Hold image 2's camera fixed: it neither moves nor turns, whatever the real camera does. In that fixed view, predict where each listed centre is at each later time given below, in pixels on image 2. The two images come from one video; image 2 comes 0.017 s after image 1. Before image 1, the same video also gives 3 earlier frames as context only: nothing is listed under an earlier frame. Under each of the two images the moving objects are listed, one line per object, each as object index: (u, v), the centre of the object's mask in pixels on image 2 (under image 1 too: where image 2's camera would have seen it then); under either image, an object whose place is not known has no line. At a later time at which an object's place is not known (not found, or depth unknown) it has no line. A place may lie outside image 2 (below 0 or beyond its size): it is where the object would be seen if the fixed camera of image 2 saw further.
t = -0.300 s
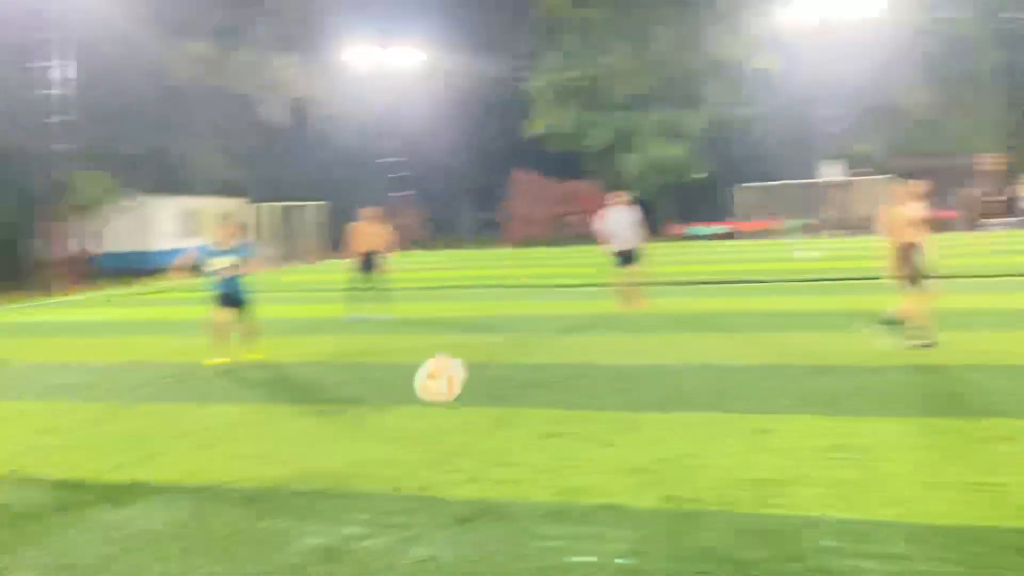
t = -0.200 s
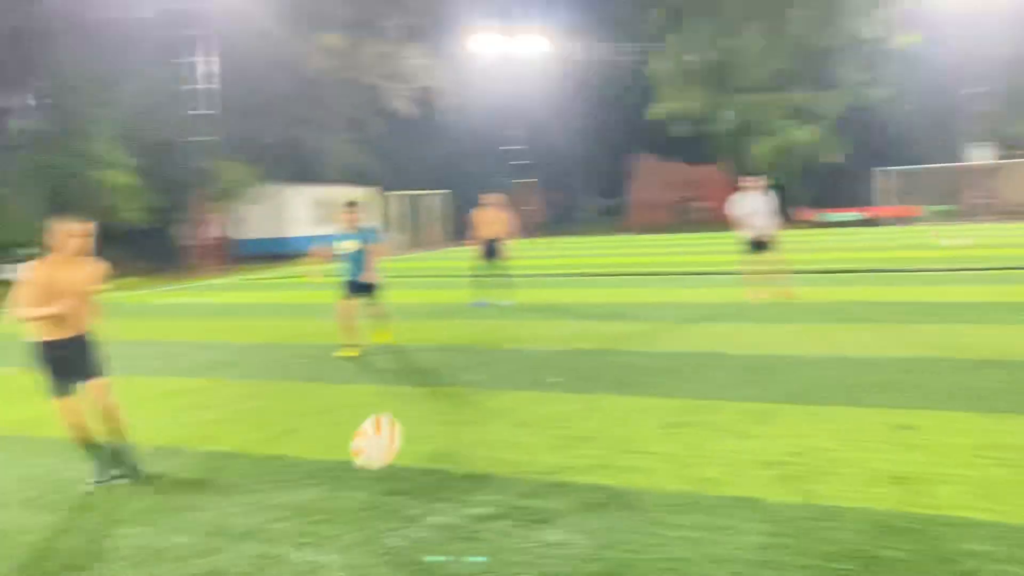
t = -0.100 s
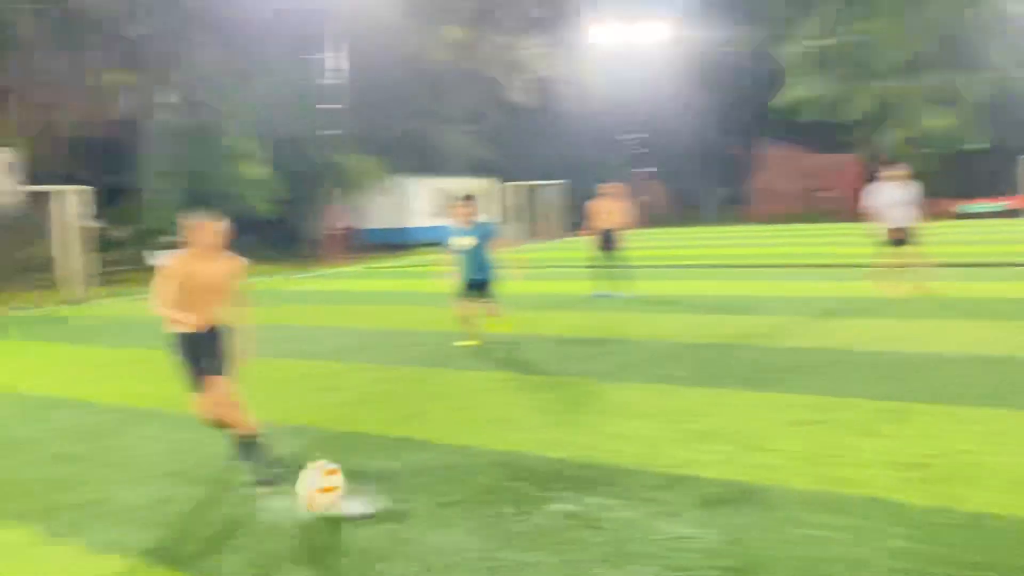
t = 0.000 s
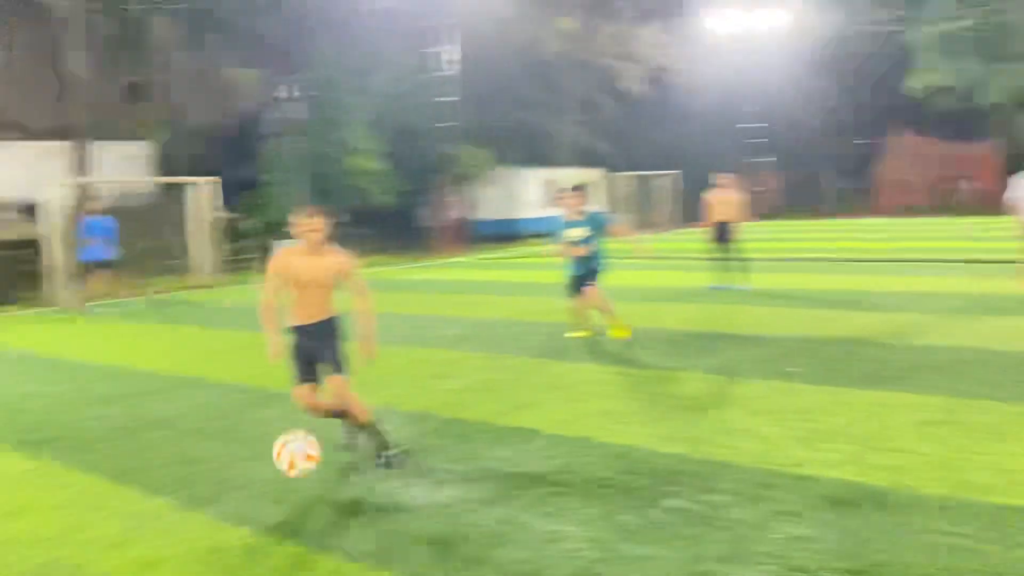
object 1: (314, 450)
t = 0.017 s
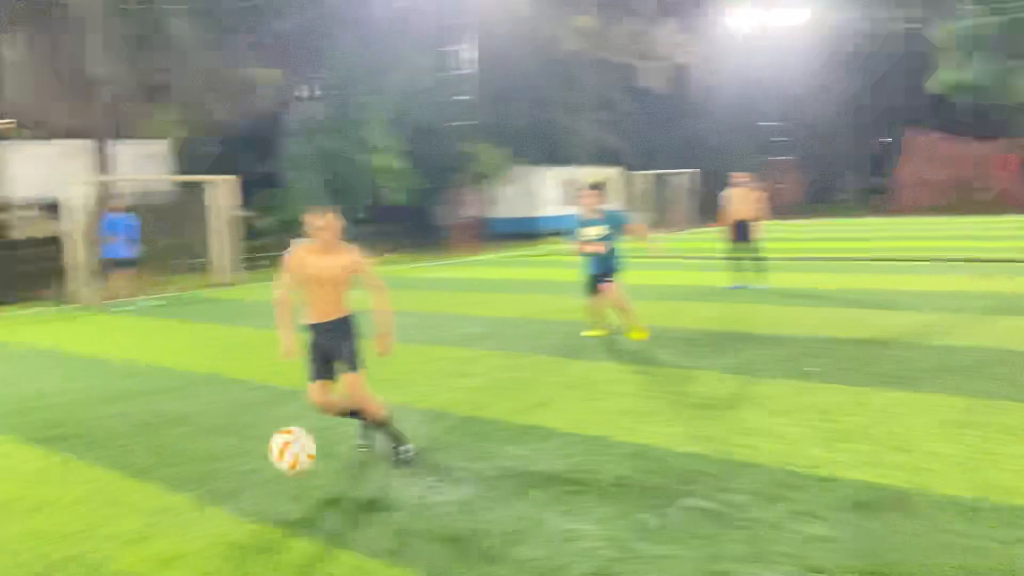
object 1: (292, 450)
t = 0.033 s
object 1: (270, 449)
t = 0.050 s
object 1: (248, 449)
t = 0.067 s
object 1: (226, 449)
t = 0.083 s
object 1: (203, 450)
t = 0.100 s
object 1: (183, 452)
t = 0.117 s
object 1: (164, 454)
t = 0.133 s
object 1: (140, 456)
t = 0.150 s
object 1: (119, 458)
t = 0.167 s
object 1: (98, 461)
